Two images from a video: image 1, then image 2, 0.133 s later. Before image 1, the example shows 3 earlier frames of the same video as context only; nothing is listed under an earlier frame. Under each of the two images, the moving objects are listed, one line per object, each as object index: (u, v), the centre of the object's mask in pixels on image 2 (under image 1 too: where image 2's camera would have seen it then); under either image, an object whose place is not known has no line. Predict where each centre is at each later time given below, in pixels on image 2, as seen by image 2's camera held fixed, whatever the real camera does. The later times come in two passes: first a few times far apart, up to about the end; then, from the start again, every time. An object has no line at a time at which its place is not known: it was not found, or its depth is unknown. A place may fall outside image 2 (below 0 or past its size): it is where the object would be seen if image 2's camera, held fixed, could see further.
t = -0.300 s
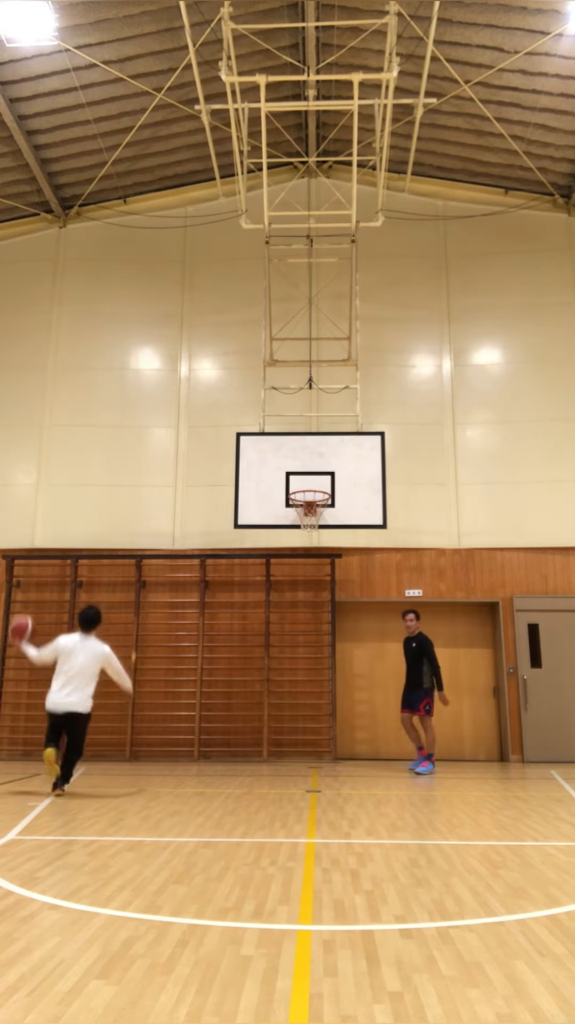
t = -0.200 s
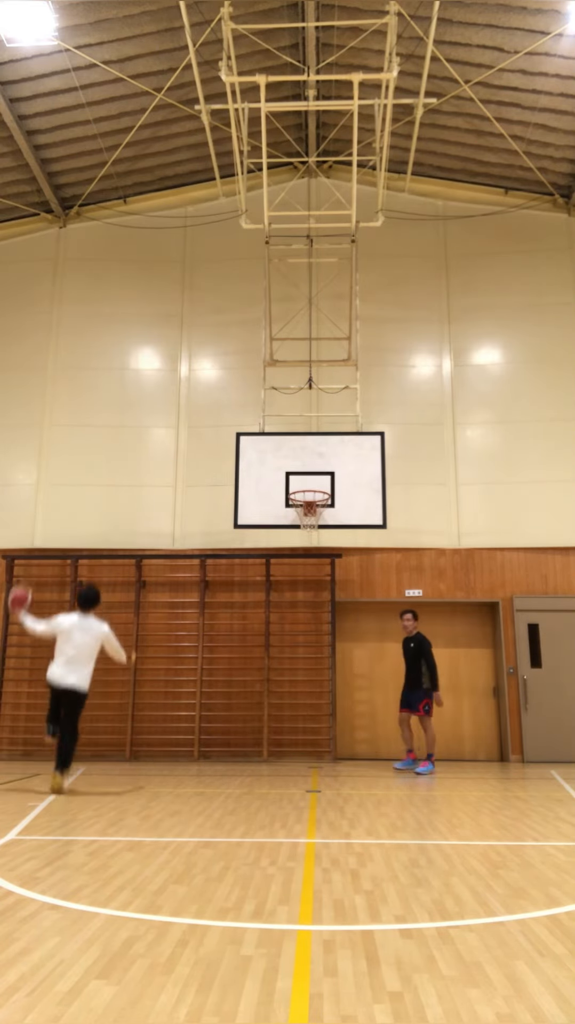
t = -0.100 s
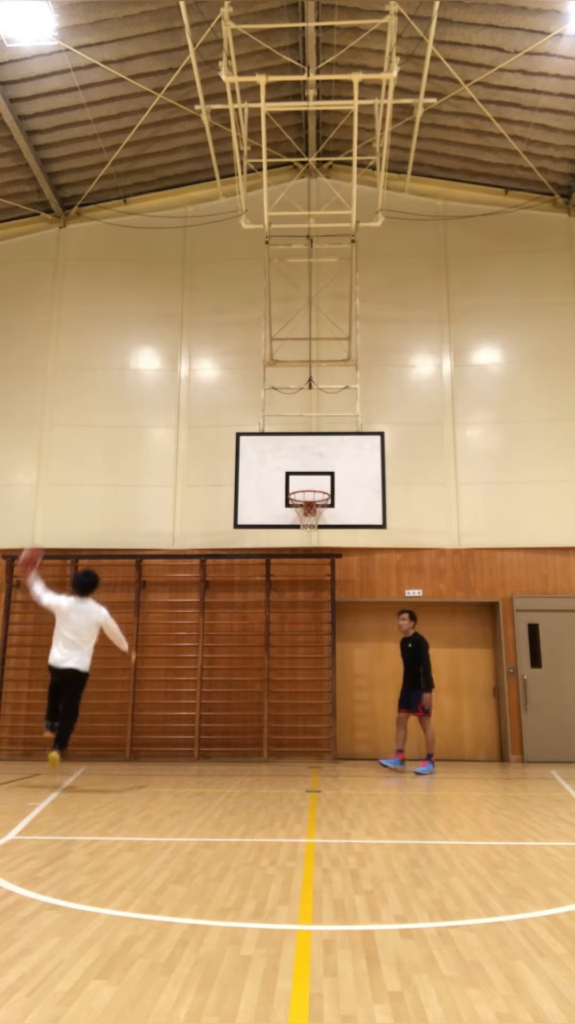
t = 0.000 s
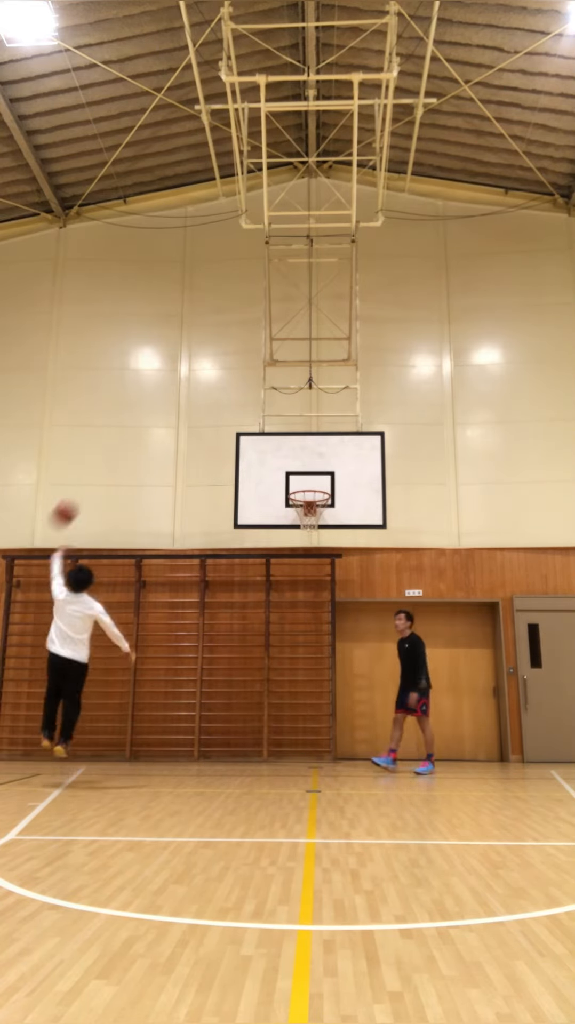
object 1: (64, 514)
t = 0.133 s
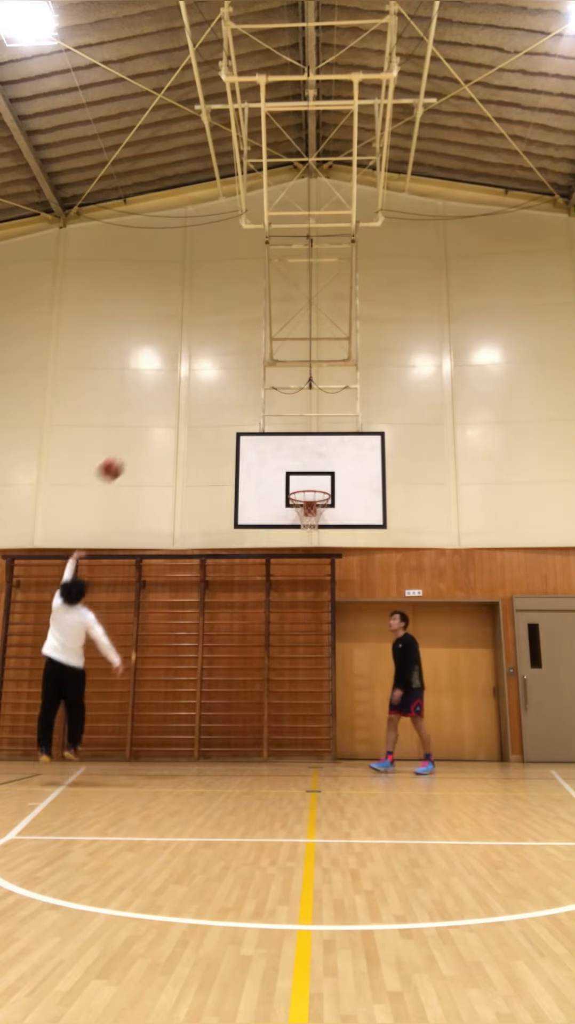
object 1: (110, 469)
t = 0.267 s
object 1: (151, 444)
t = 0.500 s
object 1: (212, 436)
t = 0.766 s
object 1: (213, 456)
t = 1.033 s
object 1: (184, 533)
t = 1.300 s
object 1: (145, 703)
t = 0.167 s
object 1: (121, 461)
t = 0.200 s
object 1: (131, 454)
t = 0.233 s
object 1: (141, 449)
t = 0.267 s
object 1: (151, 444)
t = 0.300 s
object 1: (160, 440)
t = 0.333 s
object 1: (170, 437)
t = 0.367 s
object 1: (179, 435)
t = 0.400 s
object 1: (187, 434)
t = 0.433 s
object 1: (195, 434)
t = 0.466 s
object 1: (204, 435)
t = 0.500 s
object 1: (212, 436)
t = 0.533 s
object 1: (220, 438)
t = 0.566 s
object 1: (227, 441)
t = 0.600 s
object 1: (228, 443)
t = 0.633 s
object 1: (226, 444)
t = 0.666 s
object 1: (223, 446)
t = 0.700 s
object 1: (220, 448)
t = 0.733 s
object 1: (217, 452)
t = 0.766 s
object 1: (213, 456)
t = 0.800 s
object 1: (210, 462)
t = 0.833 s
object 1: (207, 469)
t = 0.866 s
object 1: (203, 477)
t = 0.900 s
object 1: (199, 485)
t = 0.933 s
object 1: (195, 496)
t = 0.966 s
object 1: (192, 507)
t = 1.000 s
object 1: (187, 520)
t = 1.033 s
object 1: (184, 533)
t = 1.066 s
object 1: (180, 549)
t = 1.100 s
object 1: (174, 564)
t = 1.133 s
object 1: (170, 584)
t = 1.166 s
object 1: (163, 602)
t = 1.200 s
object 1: (158, 626)
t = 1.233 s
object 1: (154, 650)
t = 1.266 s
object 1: (149, 677)
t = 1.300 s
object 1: (145, 703)
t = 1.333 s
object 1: (140, 734)
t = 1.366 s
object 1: (132, 769)
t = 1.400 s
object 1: (127, 771)
